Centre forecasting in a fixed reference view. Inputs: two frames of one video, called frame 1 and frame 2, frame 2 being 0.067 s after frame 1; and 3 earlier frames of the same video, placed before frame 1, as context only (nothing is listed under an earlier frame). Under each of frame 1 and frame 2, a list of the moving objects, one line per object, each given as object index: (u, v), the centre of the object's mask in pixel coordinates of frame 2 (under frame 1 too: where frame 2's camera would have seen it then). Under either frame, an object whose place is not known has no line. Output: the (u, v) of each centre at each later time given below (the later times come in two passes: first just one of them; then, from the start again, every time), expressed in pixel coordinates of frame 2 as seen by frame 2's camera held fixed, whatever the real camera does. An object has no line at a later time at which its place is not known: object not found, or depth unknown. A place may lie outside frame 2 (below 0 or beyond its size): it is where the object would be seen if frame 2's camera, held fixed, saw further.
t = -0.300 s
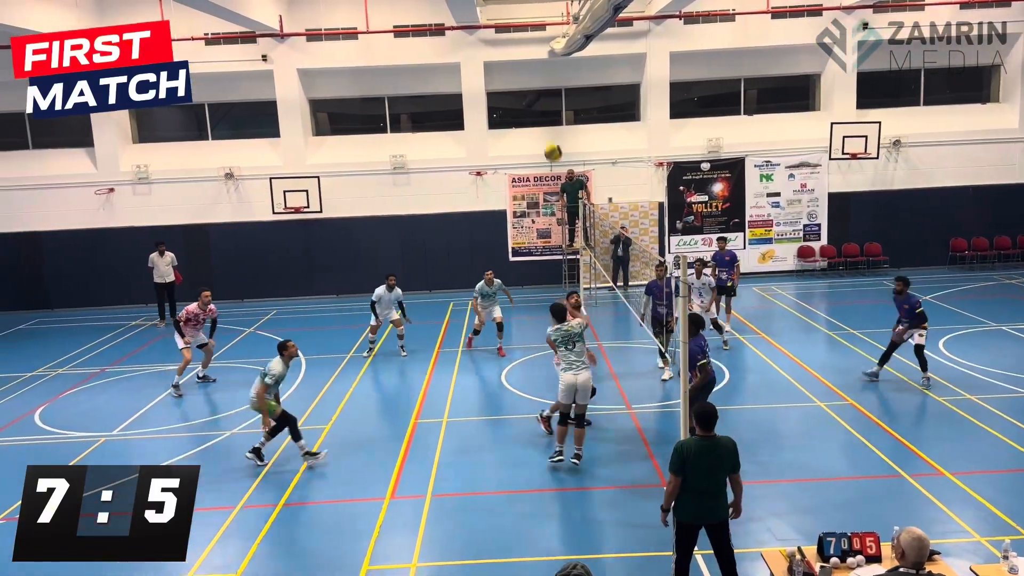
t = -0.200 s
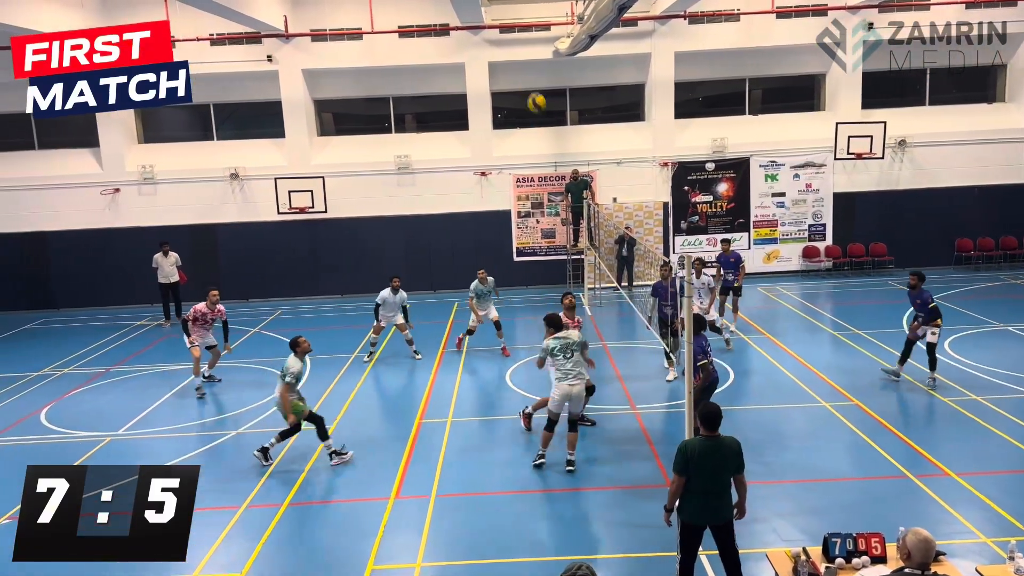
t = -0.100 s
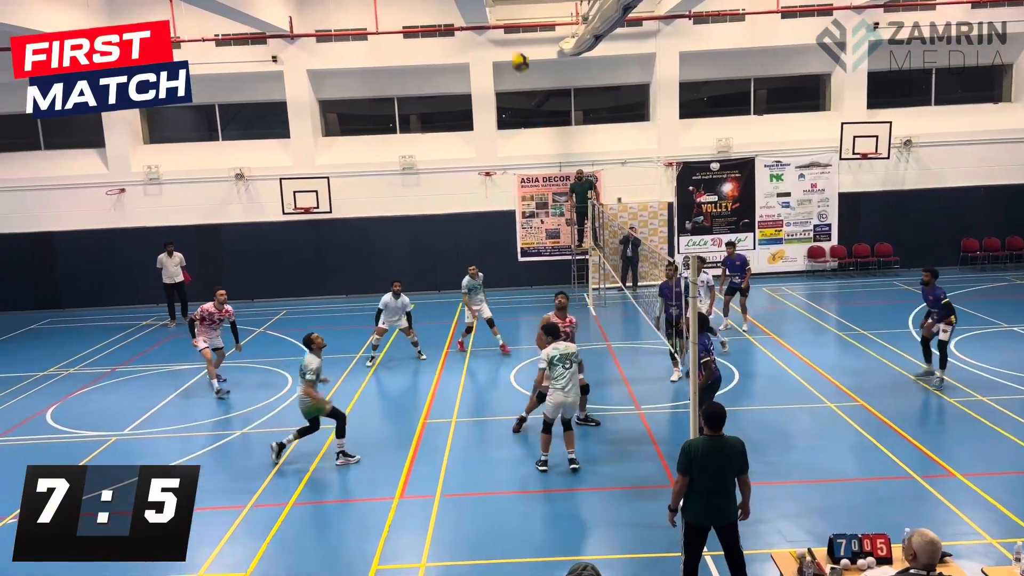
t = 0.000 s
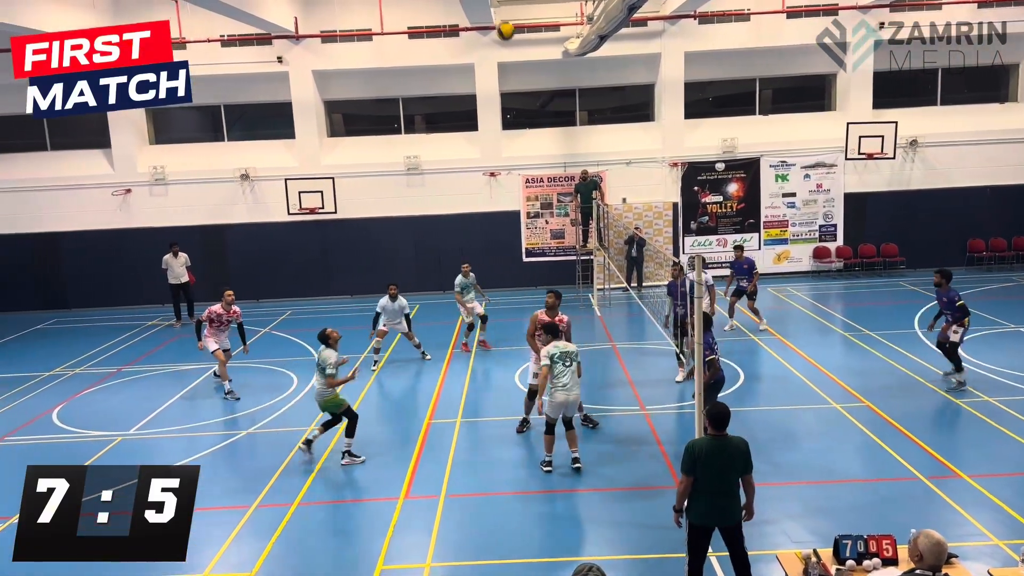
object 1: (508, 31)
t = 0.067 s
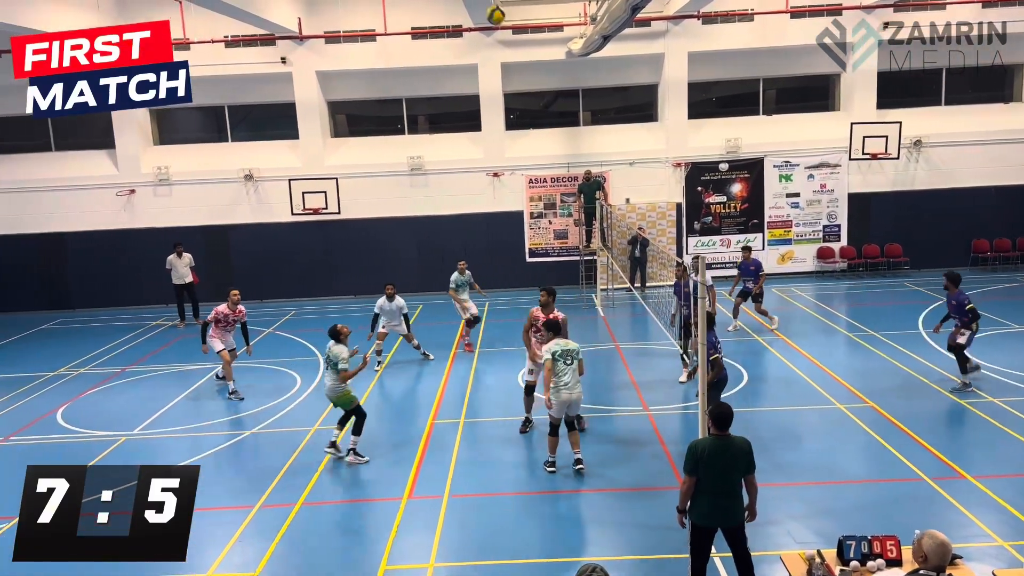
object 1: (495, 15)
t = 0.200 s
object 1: (471, 2)
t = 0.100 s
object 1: (489, 9)
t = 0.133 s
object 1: (483, 6)
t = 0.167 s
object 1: (478, 4)
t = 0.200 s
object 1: (471, 2)
